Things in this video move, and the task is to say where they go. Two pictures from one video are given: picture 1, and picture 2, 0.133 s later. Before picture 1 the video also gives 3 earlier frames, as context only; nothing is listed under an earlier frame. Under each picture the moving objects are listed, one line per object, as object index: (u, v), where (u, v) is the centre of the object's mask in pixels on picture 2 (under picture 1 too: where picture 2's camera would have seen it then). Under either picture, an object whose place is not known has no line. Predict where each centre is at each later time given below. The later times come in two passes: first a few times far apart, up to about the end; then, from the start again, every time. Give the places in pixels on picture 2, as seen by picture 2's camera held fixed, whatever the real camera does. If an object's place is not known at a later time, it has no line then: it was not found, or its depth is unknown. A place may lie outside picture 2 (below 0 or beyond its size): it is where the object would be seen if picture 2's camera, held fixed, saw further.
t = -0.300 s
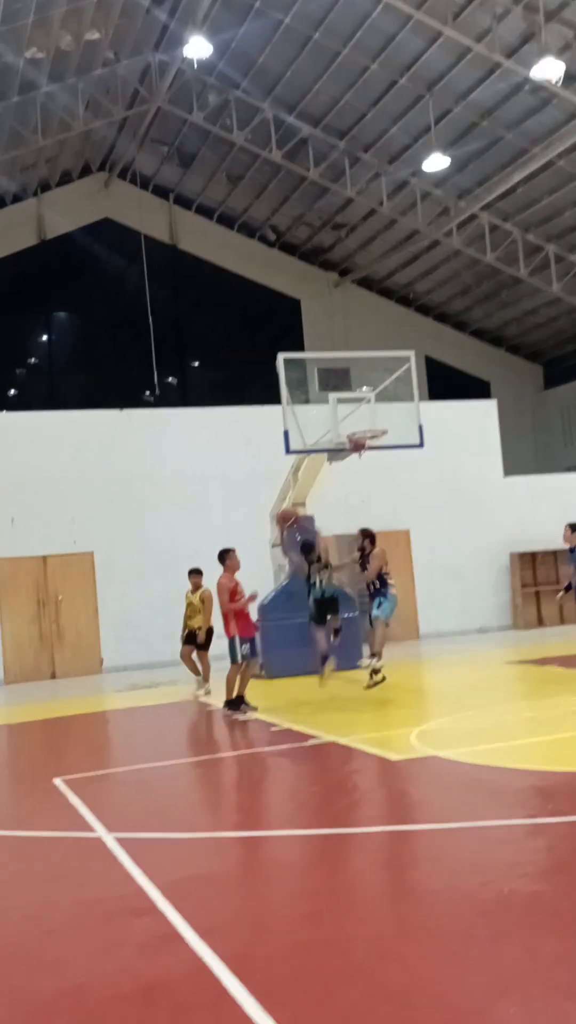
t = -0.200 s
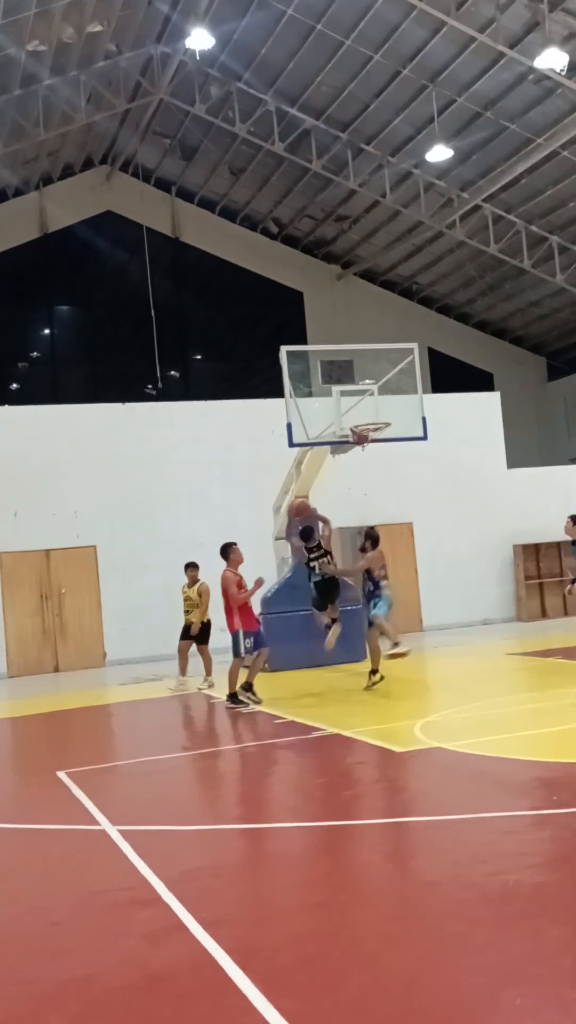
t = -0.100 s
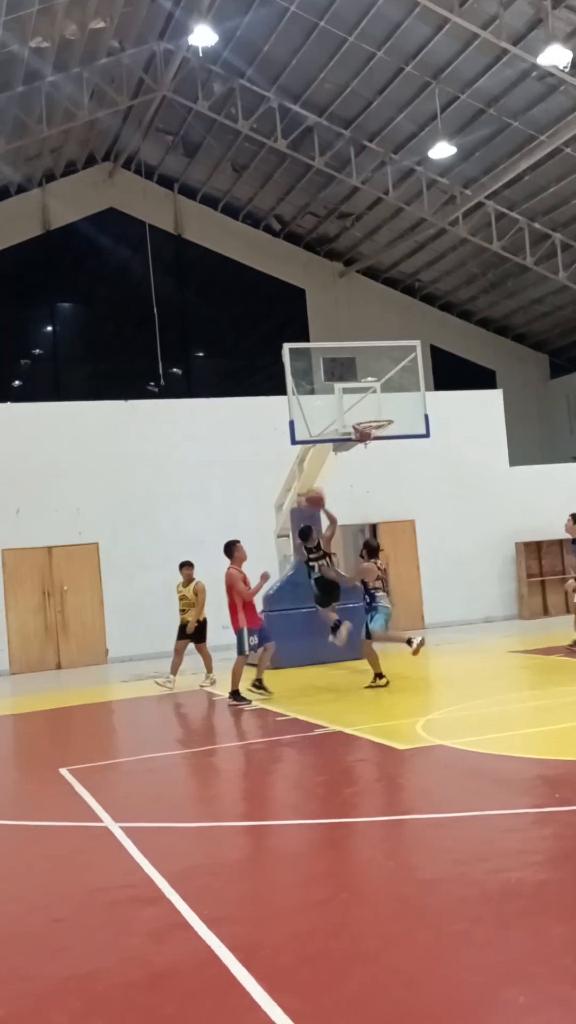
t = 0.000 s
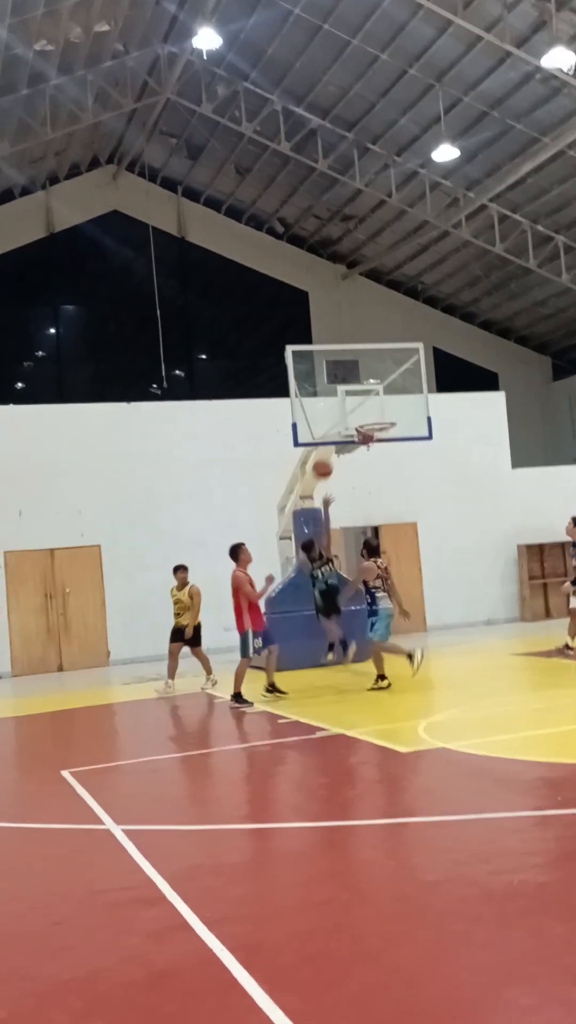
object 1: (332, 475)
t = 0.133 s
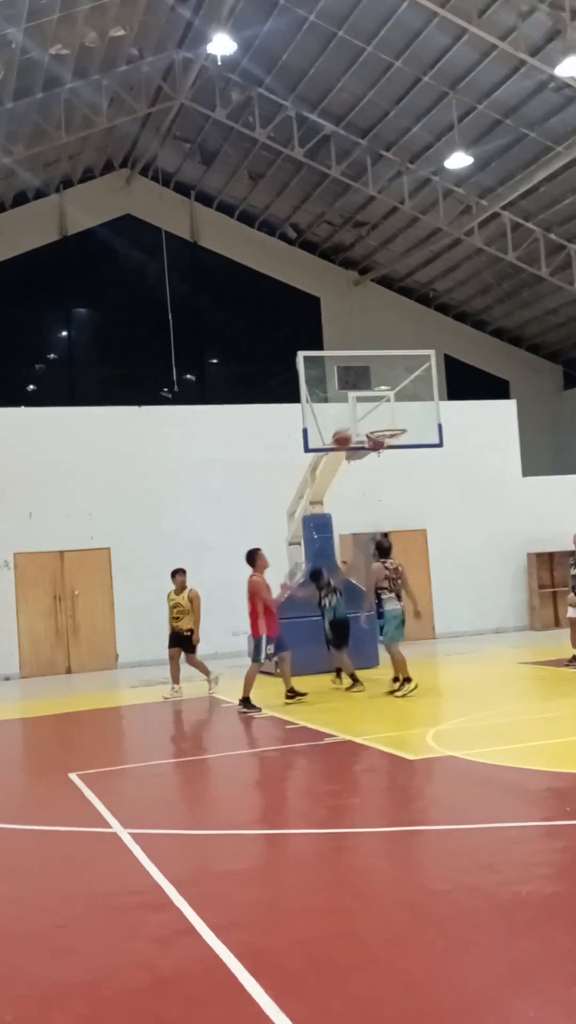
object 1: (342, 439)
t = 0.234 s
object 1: (349, 423)
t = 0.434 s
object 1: (365, 415)
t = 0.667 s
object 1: (394, 441)
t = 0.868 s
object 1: (401, 446)
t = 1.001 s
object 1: (400, 456)
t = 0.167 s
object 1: (344, 432)
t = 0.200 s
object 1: (347, 428)
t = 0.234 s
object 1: (349, 423)
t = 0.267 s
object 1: (352, 419)
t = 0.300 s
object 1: (354, 417)
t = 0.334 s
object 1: (357, 415)
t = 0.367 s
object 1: (360, 414)
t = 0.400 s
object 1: (362, 414)
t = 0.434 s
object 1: (365, 415)
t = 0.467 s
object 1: (369, 416)
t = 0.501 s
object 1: (373, 417)
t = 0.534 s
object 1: (377, 420)
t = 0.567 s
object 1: (381, 423)
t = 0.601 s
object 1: (386, 425)
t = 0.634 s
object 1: (390, 428)
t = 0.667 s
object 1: (394, 441)
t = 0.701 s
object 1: (397, 440)
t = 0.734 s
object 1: (399, 441)
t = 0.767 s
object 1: (401, 443)
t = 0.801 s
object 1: (401, 443)
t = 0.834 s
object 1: (402, 445)
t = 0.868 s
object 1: (401, 446)
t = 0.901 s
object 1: (402, 448)
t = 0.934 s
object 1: (400, 450)
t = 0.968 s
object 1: (400, 453)
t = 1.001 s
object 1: (400, 456)
